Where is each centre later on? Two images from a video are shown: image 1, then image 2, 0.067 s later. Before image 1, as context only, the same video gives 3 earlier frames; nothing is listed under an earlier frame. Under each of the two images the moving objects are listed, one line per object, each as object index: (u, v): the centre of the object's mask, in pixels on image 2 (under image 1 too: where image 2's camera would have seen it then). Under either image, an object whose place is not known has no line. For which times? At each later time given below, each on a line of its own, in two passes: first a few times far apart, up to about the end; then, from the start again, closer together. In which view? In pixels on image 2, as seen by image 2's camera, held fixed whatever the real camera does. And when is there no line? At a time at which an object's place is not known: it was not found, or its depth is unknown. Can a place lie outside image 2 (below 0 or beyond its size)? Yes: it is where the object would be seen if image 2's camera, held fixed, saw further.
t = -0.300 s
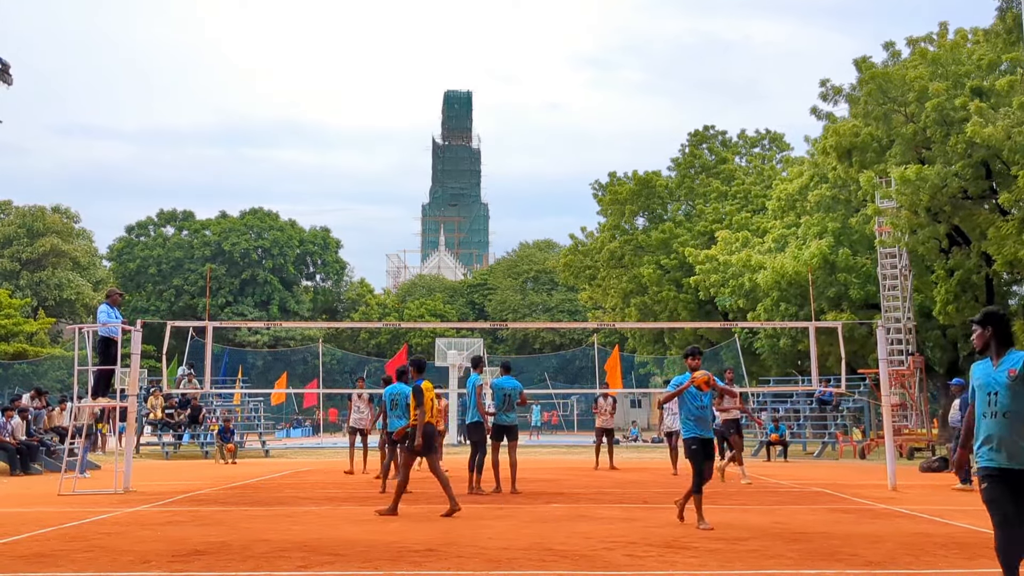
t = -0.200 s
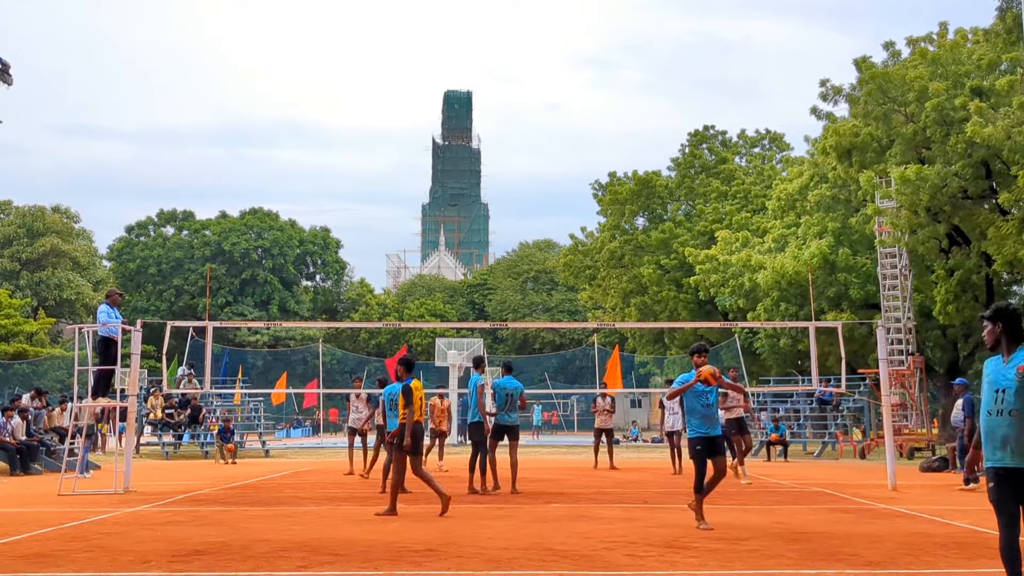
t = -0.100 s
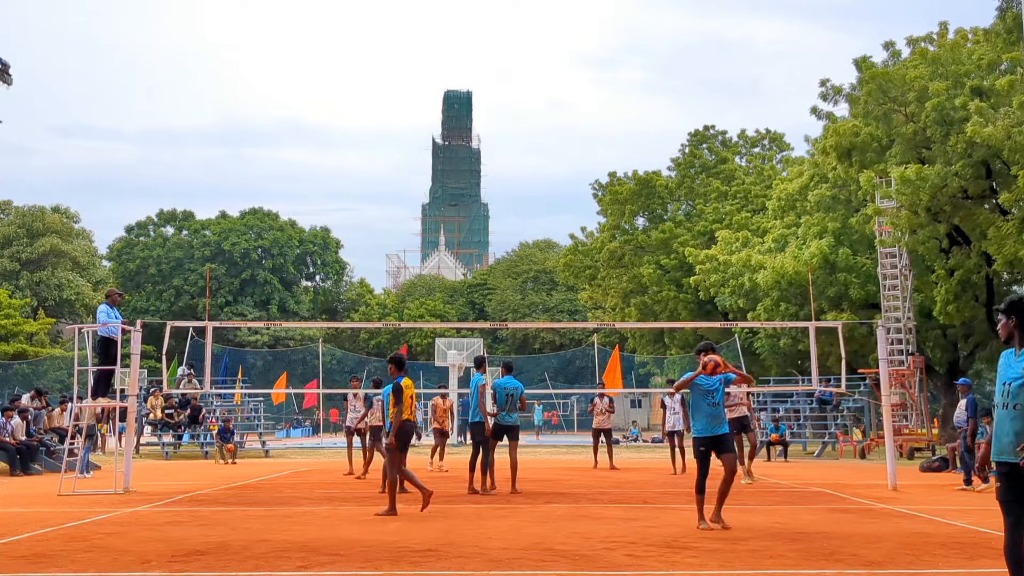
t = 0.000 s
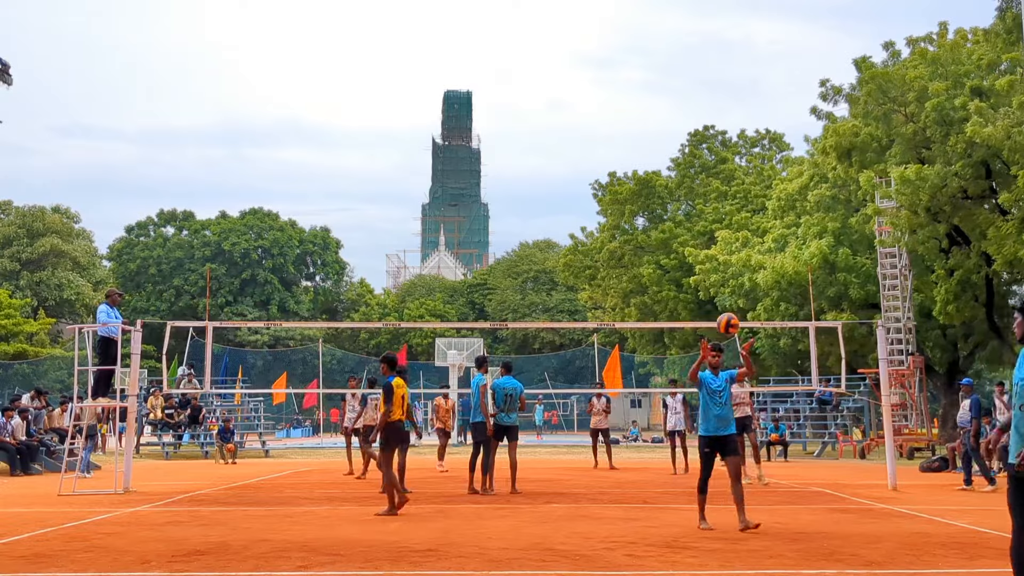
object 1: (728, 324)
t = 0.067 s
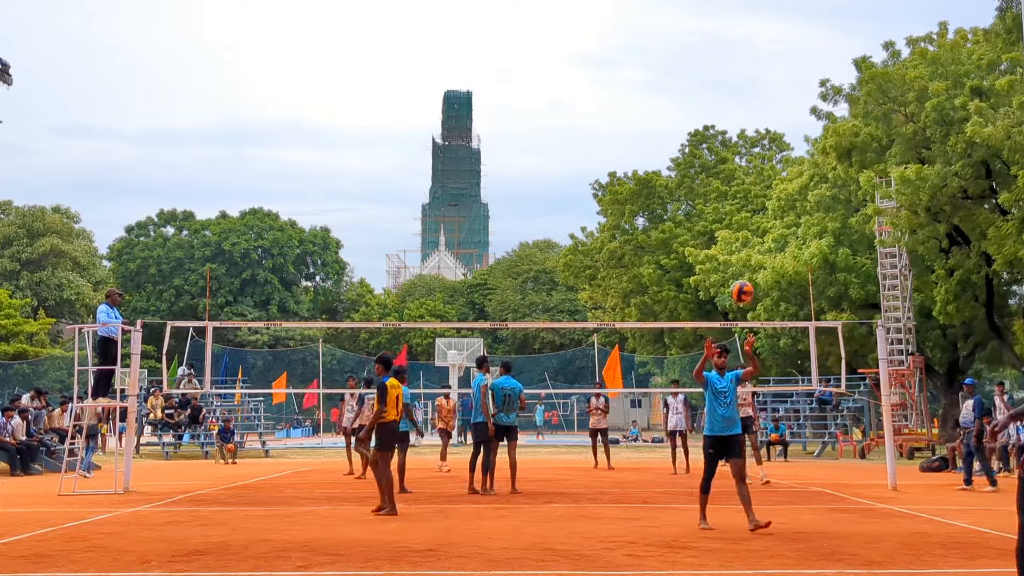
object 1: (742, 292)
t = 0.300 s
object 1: (796, 205)
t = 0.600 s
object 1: (887, 175)
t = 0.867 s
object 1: (1007, 267)
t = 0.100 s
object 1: (749, 277)
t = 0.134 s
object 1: (756, 262)
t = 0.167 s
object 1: (764, 249)
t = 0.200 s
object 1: (772, 237)
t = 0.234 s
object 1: (780, 225)
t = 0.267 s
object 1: (788, 215)
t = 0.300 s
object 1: (796, 205)
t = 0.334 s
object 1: (805, 196)
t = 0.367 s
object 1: (814, 189)
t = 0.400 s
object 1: (823, 183)
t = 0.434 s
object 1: (832, 178)
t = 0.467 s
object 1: (842, 174)
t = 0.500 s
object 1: (852, 172)
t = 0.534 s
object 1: (863, 171)
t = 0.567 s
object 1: (875, 172)
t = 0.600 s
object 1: (887, 175)
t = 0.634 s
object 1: (899, 179)
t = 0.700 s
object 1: (927, 194)
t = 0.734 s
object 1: (942, 204)
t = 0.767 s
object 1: (956, 216)
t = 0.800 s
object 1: (972, 230)
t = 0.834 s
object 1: (989, 247)
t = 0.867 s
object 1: (1007, 267)
